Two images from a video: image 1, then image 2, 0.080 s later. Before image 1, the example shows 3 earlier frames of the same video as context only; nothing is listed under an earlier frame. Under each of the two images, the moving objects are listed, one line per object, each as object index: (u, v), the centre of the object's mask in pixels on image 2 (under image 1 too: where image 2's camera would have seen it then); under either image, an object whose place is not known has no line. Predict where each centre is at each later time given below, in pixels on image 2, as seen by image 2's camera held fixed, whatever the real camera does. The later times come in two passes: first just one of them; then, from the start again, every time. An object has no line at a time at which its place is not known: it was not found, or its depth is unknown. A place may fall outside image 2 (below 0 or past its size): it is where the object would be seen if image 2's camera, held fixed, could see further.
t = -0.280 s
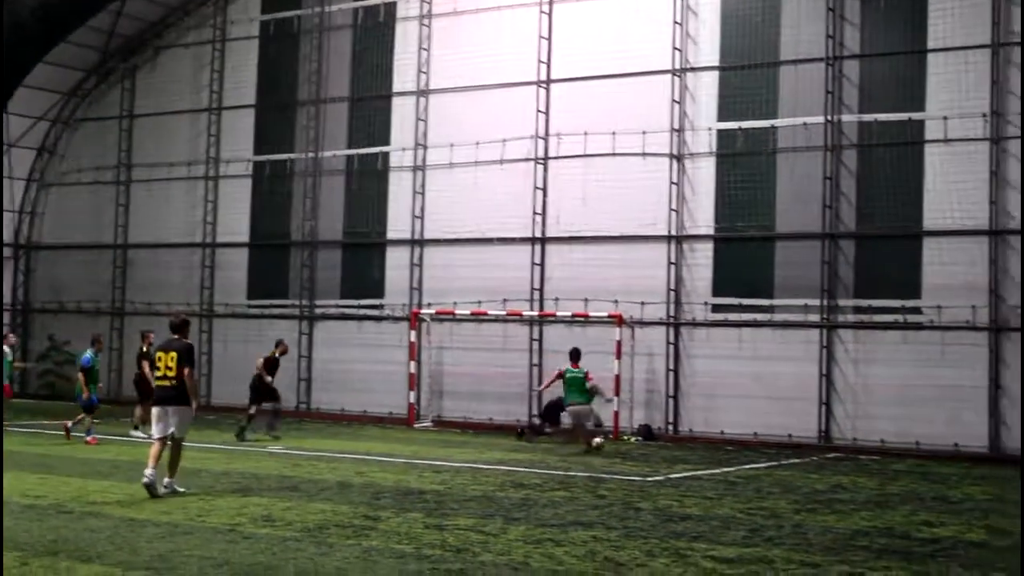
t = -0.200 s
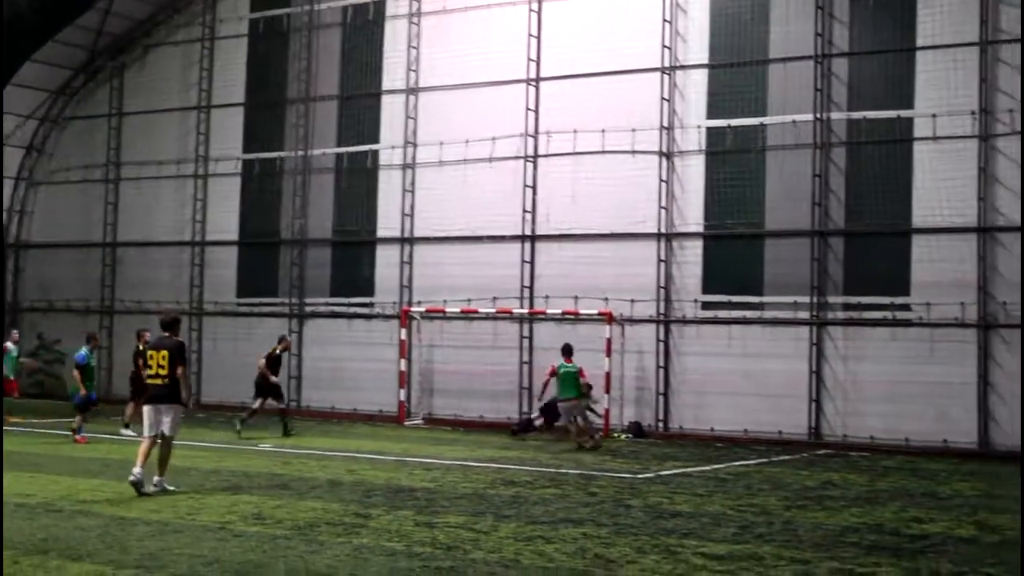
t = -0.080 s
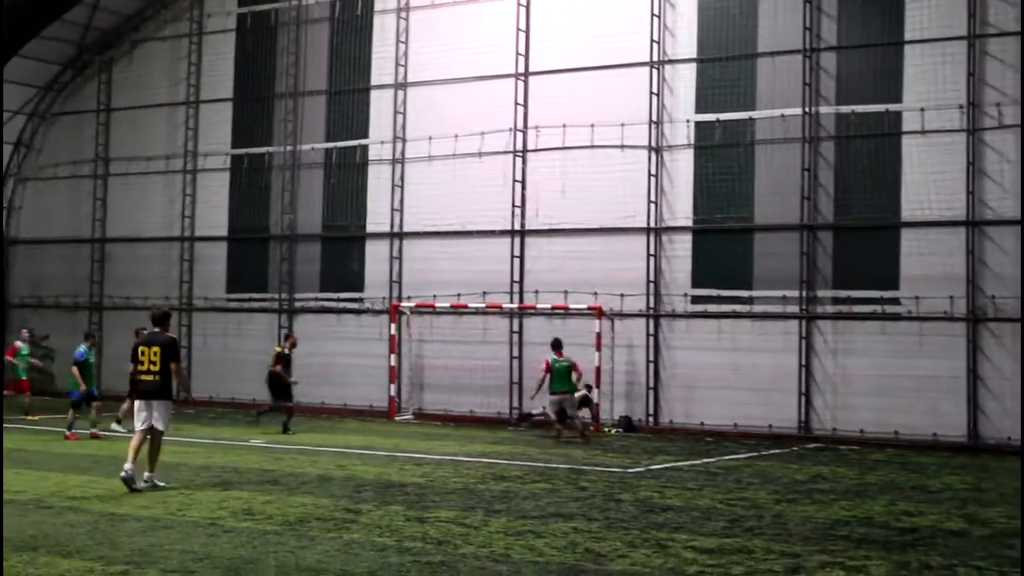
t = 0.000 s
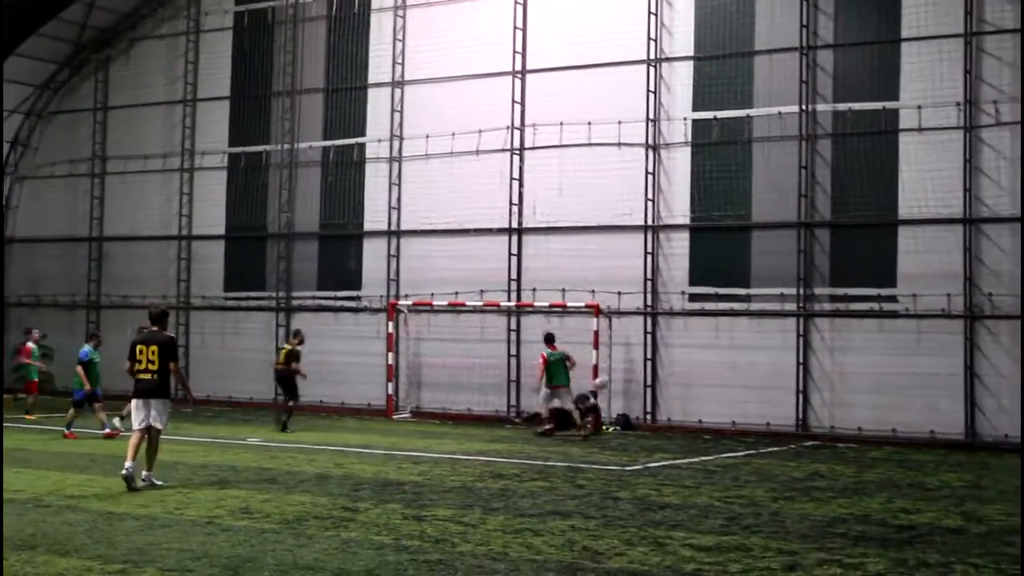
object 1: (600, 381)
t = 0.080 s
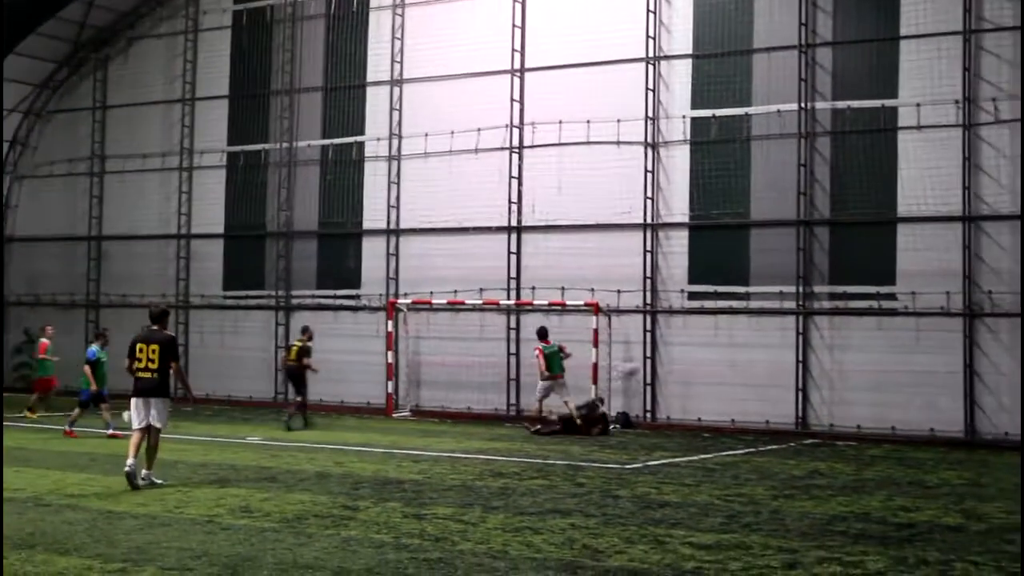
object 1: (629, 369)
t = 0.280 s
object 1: (712, 355)
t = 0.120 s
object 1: (645, 365)
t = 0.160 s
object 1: (662, 361)
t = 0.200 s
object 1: (678, 358)
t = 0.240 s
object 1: (695, 356)
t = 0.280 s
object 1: (712, 355)
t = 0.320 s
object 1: (729, 354)
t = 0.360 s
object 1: (746, 354)
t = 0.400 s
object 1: (762, 356)
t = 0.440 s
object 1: (780, 358)
